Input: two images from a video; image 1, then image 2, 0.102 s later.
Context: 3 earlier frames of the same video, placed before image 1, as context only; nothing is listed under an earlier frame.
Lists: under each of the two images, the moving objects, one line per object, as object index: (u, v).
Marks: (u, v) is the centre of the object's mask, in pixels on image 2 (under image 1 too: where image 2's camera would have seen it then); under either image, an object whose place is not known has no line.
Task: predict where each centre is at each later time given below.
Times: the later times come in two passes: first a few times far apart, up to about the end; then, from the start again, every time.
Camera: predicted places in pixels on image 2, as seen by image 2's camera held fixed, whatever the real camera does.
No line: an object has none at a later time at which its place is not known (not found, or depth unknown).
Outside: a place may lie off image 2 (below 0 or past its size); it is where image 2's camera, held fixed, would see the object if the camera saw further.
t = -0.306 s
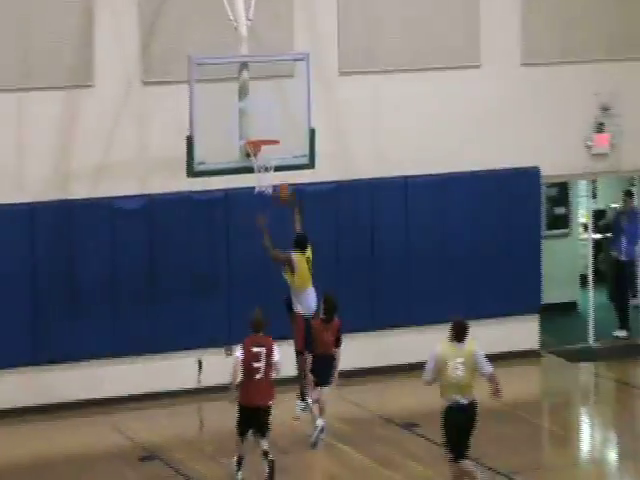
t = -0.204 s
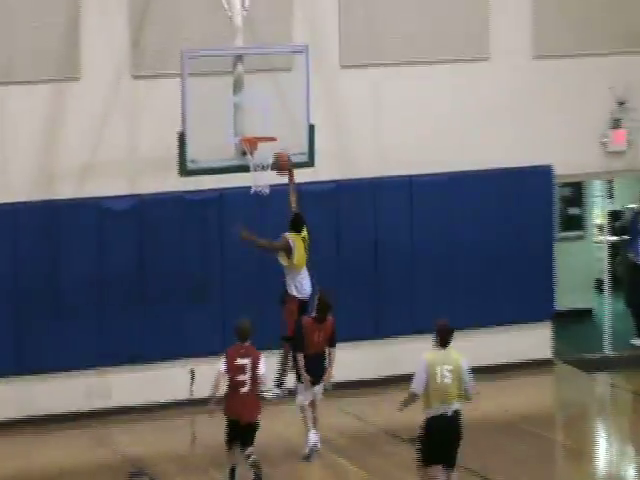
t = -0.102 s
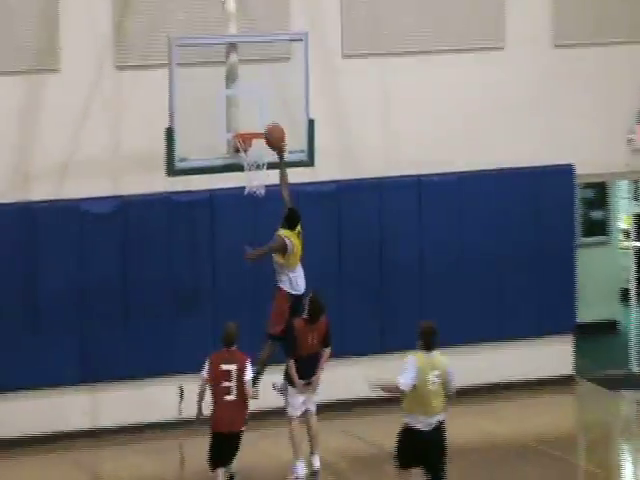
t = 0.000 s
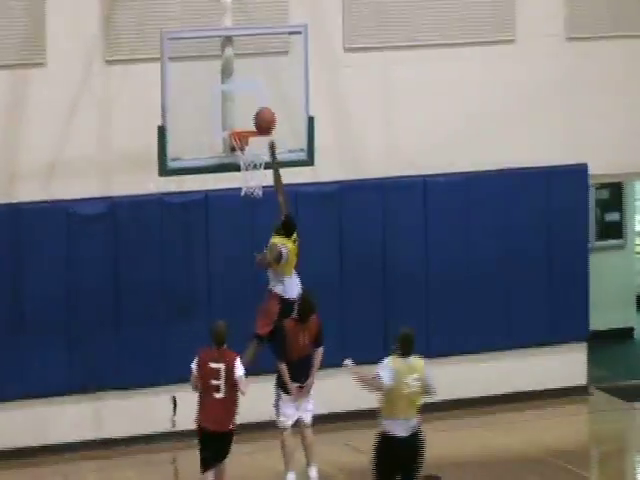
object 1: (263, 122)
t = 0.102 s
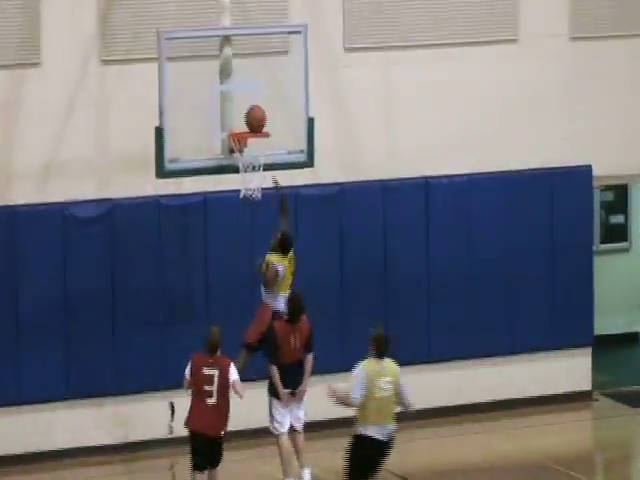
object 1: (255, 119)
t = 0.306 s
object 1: (240, 149)
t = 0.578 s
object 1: (240, 216)
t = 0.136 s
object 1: (253, 119)
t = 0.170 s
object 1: (250, 121)
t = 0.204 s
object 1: (247, 124)
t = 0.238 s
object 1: (245, 131)
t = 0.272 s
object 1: (240, 140)
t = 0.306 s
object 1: (240, 149)
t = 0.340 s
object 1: (239, 162)
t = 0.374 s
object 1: (238, 164)
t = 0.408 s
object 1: (236, 170)
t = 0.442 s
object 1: (236, 173)
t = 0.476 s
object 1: (236, 186)
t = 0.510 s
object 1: (236, 188)
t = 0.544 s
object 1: (238, 196)
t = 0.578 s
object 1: (240, 216)
